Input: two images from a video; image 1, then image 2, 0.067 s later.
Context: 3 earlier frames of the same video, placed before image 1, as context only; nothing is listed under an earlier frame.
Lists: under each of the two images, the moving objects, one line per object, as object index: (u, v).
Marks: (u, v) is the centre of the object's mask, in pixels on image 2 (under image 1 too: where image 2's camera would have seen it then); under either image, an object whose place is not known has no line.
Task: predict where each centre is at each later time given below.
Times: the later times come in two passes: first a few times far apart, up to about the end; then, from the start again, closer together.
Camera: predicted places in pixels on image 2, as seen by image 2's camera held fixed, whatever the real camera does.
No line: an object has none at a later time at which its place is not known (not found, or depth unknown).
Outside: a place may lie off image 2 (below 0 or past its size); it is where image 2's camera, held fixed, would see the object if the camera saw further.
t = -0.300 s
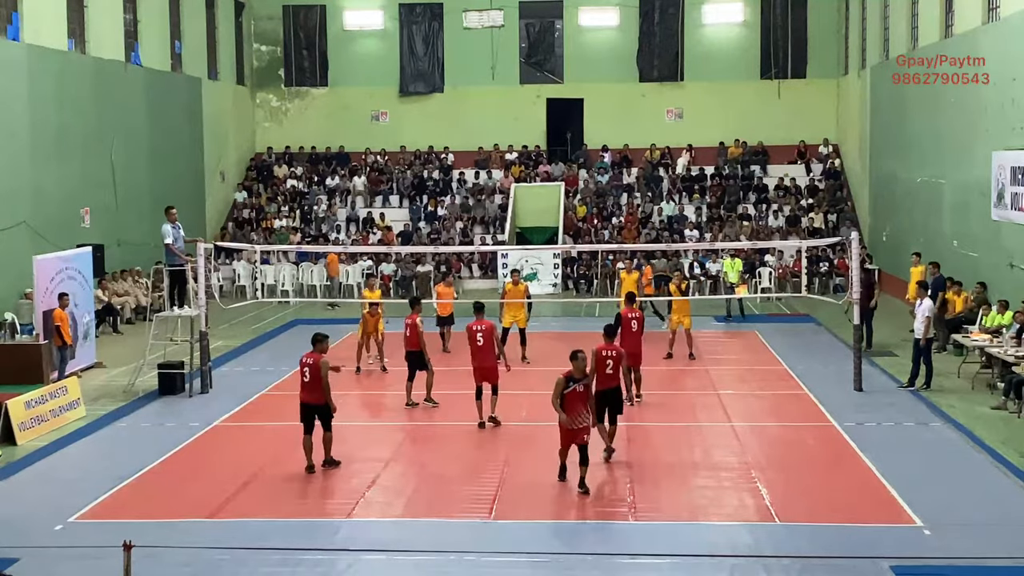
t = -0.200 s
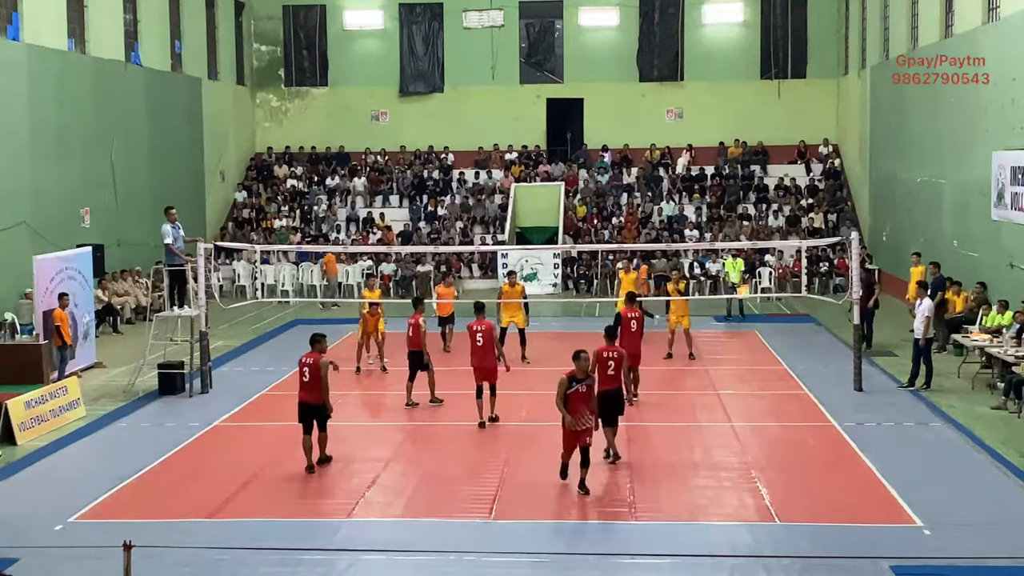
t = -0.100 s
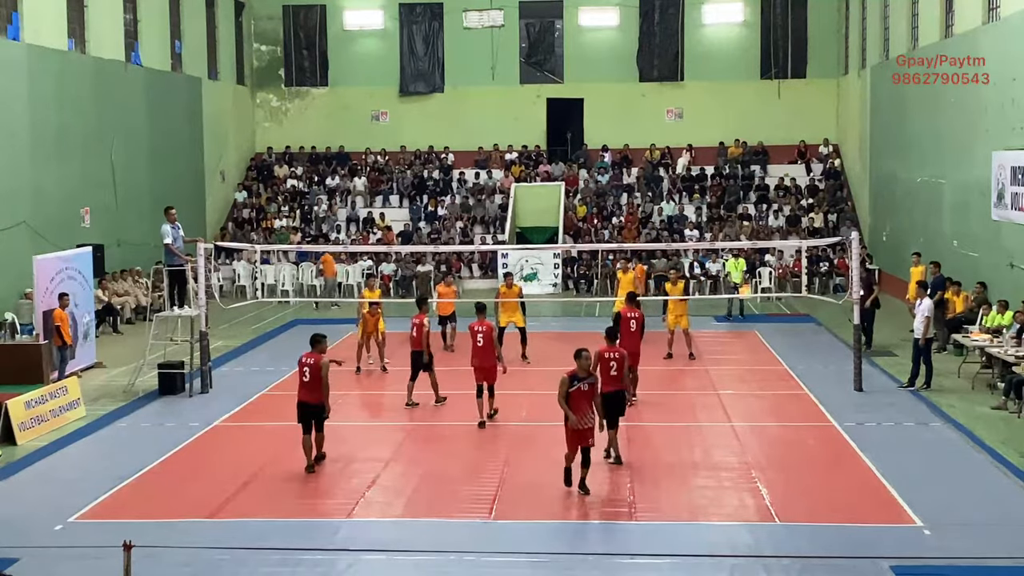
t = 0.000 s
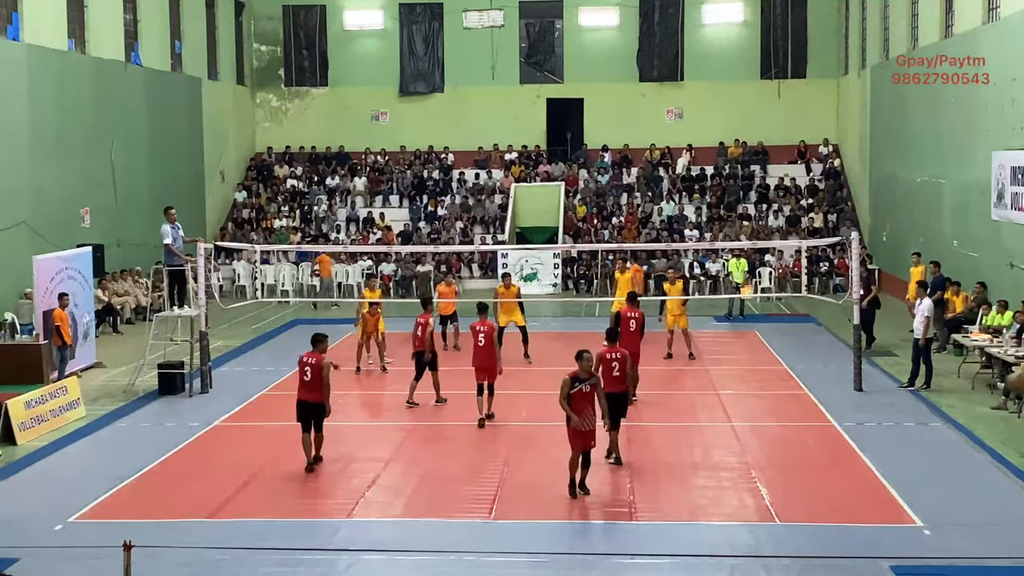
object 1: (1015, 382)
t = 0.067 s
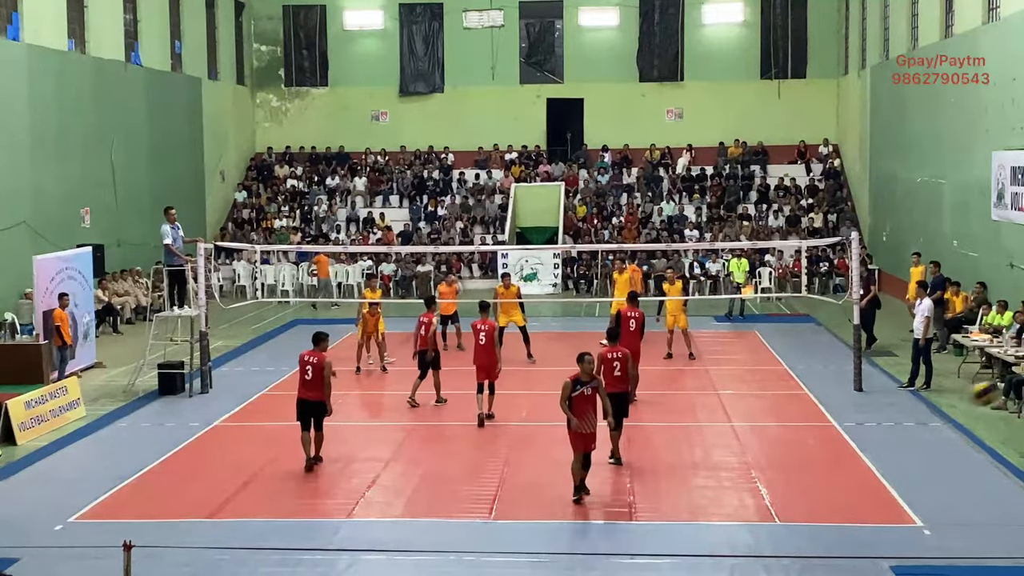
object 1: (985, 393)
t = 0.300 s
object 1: (862, 461)
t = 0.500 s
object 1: (779, 529)
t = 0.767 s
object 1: (731, 434)
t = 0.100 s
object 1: (964, 400)
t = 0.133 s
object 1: (946, 409)
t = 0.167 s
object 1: (929, 416)
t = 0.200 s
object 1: (912, 427)
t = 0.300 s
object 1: (862, 461)
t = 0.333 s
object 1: (847, 473)
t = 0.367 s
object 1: (832, 487)
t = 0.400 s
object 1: (817, 502)
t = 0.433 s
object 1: (802, 518)
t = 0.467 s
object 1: (789, 533)
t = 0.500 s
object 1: (779, 529)
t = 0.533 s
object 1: (773, 512)
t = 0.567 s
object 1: (766, 497)
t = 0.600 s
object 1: (760, 484)
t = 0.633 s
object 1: (754, 472)
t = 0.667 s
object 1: (748, 461)
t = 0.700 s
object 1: (742, 450)
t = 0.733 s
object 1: (737, 442)
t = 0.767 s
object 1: (731, 434)
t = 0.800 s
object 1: (725, 427)
